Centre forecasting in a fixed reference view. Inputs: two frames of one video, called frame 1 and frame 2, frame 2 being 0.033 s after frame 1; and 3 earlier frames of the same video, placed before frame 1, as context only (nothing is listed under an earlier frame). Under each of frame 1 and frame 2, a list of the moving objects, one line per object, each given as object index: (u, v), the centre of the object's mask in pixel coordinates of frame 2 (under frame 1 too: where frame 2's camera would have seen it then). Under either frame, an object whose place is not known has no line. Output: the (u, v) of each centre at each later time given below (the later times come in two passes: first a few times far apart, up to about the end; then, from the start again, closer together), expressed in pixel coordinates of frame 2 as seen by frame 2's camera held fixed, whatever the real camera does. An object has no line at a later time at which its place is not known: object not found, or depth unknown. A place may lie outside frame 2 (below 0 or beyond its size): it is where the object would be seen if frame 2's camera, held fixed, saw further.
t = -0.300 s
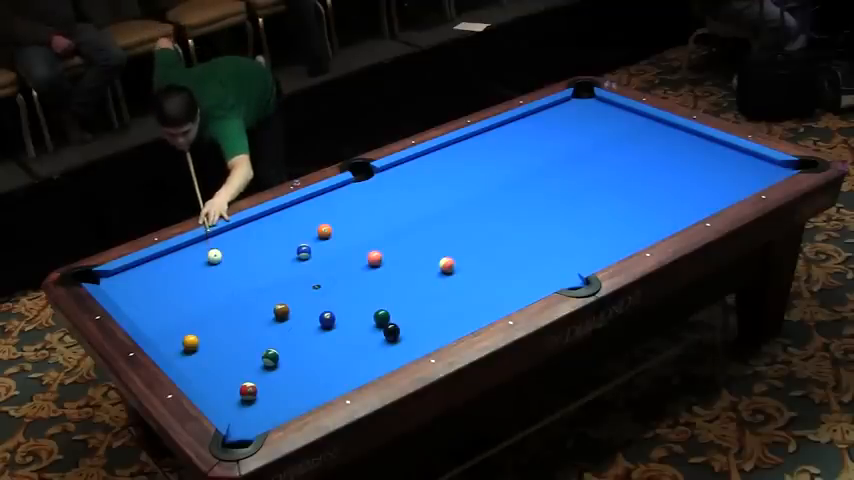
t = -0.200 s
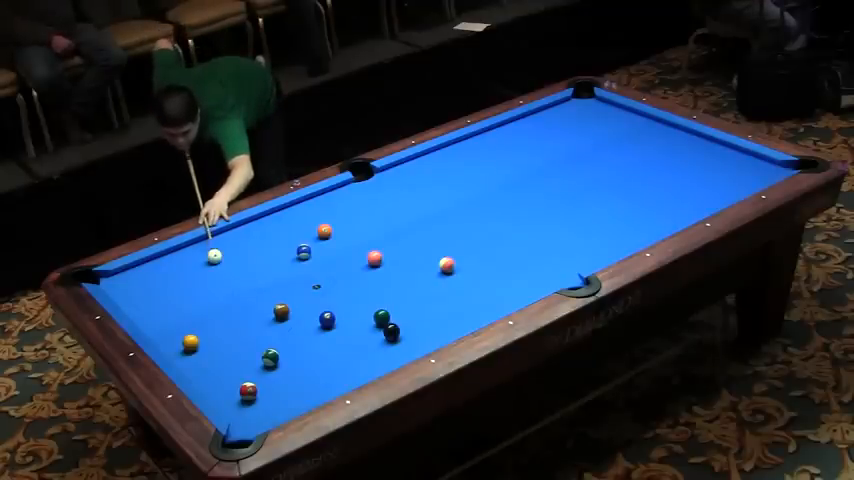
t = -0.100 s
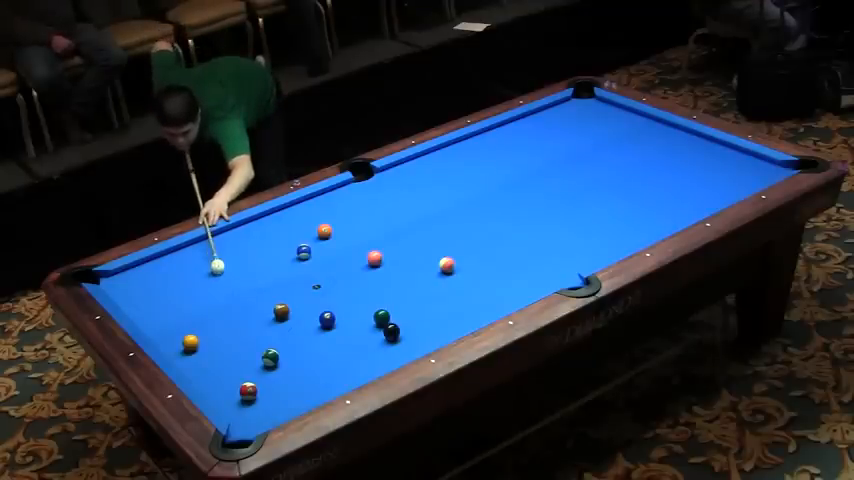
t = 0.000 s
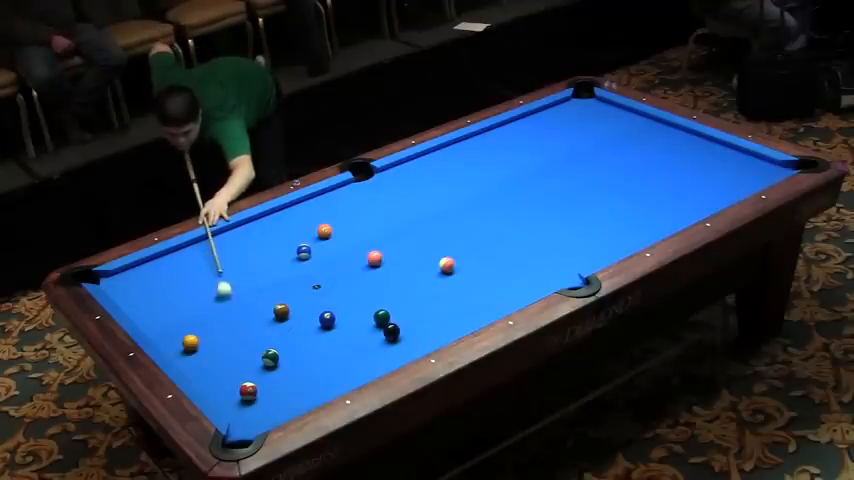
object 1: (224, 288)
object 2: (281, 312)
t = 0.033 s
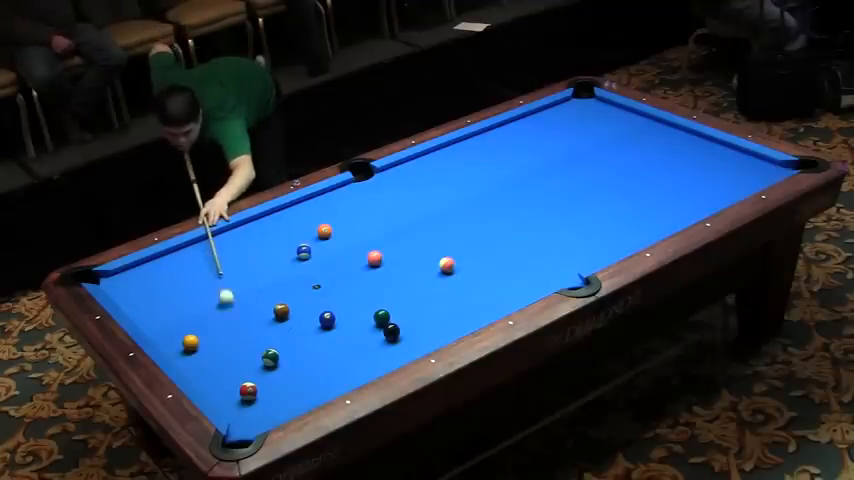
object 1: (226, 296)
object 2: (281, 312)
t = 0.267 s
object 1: (243, 357)
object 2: (281, 312)
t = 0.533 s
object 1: (271, 385)
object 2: (281, 312)
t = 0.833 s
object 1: (301, 396)
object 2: (281, 312)
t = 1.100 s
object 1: (300, 381)
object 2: (281, 312)
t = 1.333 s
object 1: (298, 369)
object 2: (281, 312)
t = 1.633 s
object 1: (295, 355)
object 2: (281, 312)
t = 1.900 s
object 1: (293, 342)
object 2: (281, 312)
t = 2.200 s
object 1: (292, 330)
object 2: (281, 312)
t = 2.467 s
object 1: (290, 321)
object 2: (280, 311)
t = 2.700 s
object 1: (291, 316)
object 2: (279, 309)
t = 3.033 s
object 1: (295, 312)
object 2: (275, 306)
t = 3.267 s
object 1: (297, 311)
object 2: (274, 304)
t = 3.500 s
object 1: (299, 310)
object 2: (272, 302)
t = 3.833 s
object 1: (299, 309)
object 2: (272, 300)
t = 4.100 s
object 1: (300, 309)
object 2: (271, 299)
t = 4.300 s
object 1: (300, 309)
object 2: (270, 299)
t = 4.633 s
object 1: (300, 309)
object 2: (270, 299)
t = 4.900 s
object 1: (300, 309)
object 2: (270, 299)
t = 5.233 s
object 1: (300, 309)
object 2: (270, 299)
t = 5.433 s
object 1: (300, 309)
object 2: (270, 299)
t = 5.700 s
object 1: (300, 309)
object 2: (270, 299)
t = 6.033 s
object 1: (300, 309)
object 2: (270, 299)
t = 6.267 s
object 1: (300, 309)
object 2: (270, 299)
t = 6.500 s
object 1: (300, 309)
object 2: (270, 299)
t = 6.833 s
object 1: (300, 309)
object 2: (270, 299)
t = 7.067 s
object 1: (300, 309)
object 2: (270, 299)
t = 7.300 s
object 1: (300, 309)
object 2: (270, 299)
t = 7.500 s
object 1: (300, 309)
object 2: (271, 299)
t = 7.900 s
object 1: (300, 309)
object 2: (271, 299)
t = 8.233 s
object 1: (300, 309)
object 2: (271, 299)
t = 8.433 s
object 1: (300, 309)
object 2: (270, 299)
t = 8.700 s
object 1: (300, 309)
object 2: (270, 299)
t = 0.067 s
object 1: (228, 304)
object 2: (281, 312)
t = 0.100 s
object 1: (231, 313)
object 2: (281, 312)
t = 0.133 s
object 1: (233, 321)
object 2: (281, 312)
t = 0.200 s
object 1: (238, 338)
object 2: (281, 312)
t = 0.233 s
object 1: (240, 347)
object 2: (281, 312)
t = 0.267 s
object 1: (243, 357)
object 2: (281, 312)
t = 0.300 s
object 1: (246, 365)
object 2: (281, 312)
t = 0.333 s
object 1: (248, 375)
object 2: (281, 312)
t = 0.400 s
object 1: (256, 380)
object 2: (281, 312)
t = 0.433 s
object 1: (260, 381)
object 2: (281, 312)
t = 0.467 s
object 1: (264, 382)
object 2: (281, 312)
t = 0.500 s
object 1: (267, 384)
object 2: (281, 312)
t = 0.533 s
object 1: (271, 385)
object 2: (281, 312)
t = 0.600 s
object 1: (279, 389)
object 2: (281, 312)
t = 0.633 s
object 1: (283, 391)
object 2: (281, 312)
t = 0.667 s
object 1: (287, 393)
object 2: (281, 312)
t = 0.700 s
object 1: (291, 394)
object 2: (281, 312)
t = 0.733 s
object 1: (295, 395)
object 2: (281, 312)
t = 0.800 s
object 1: (301, 397)
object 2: (281, 312)
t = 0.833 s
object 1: (301, 396)
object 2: (281, 312)
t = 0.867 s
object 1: (301, 394)
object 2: (281, 312)
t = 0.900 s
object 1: (301, 394)
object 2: (281, 312)
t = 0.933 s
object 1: (301, 391)
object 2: (281, 312)
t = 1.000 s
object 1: (301, 388)
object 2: (281, 312)
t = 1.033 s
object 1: (300, 385)
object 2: (281, 312)
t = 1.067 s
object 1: (300, 384)
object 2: (281, 312)
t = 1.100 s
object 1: (300, 381)
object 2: (281, 312)
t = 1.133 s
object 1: (299, 380)
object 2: (281, 312)
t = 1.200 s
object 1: (299, 376)
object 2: (281, 312)
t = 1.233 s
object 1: (298, 374)
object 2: (281, 312)
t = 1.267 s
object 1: (298, 373)
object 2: (281, 312)
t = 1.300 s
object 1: (298, 371)
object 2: (281, 312)
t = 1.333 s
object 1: (298, 369)
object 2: (281, 312)
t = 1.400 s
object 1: (297, 366)
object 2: (281, 312)
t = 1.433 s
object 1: (297, 364)
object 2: (281, 312)
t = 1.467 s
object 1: (296, 362)
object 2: (281, 312)
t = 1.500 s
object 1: (296, 360)
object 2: (281, 312)
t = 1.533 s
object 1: (296, 359)
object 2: (281, 312)
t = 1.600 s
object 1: (296, 356)
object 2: (281, 312)
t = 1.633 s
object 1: (295, 355)
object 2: (281, 312)
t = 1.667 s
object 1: (295, 353)
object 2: (281, 312)
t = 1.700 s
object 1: (295, 351)
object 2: (281, 312)
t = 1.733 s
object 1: (295, 350)
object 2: (281, 312)
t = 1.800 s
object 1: (294, 347)
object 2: (281, 312)
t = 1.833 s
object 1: (294, 345)
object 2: (281, 312)
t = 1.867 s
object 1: (294, 344)
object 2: (281, 312)
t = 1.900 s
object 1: (293, 342)
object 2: (281, 312)
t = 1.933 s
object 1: (293, 341)
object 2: (281, 312)
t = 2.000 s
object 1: (293, 338)
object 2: (281, 312)
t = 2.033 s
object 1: (293, 337)
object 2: (281, 312)
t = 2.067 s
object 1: (292, 335)
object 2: (281, 312)
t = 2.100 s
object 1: (292, 334)
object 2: (281, 312)
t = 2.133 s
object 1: (292, 333)
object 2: (281, 312)
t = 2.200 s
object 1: (292, 330)
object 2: (281, 312)
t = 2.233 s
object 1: (292, 329)
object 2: (281, 312)
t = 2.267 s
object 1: (291, 328)
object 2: (281, 311)
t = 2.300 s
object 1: (291, 327)
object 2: (281, 312)
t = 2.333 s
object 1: (291, 325)
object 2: (281, 311)
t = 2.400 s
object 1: (291, 324)
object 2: (280, 311)
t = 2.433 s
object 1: (291, 322)
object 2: (280, 310)
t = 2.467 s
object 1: (290, 321)
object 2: (280, 311)
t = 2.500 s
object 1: (290, 320)
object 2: (280, 311)
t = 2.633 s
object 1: (290, 316)
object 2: (279, 309)
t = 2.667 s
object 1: (291, 316)
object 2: (279, 309)
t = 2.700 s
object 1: (291, 316)
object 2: (279, 309)
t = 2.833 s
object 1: (293, 314)
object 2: (278, 308)
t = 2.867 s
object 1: (293, 314)
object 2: (278, 307)
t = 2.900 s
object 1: (294, 313)
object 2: (278, 307)
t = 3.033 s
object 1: (295, 312)
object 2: (275, 306)
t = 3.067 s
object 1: (295, 312)
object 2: (275, 306)
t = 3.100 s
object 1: (296, 312)
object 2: (275, 305)
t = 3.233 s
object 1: (297, 311)
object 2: (274, 304)
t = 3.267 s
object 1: (297, 311)
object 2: (274, 304)
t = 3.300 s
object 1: (297, 310)
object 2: (273, 303)
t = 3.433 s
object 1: (298, 310)
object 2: (273, 302)
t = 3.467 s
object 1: (298, 310)
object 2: (272, 302)
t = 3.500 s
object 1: (299, 310)
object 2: (272, 302)
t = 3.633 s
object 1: (299, 309)
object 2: (272, 301)
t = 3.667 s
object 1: (299, 309)
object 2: (272, 301)
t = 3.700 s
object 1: (299, 310)
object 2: (272, 301)
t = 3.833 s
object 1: (299, 309)
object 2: (272, 300)
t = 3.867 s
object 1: (300, 309)
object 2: (272, 300)
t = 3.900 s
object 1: (300, 309)
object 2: (271, 300)
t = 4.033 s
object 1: (300, 309)
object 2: (271, 299)
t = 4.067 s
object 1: (300, 309)
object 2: (271, 299)
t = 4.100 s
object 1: (300, 309)
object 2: (271, 299)
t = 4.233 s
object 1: (300, 309)
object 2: (271, 299)
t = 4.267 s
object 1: (300, 309)
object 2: (271, 299)
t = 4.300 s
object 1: (300, 309)
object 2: (270, 299)
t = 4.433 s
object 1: (300, 309)
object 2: (270, 299)
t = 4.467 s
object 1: (300, 309)
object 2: (270, 299)
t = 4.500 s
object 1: (300, 309)
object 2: (270, 299)
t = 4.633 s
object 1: (300, 309)
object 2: (270, 299)
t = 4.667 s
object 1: (300, 309)
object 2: (270, 299)
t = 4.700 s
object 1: (300, 309)
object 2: (270, 299)
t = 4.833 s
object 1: (300, 309)
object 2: (270, 299)
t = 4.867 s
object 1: (300, 309)
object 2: (270, 299)
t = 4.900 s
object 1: (300, 309)
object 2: (270, 299)
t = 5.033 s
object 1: (300, 309)
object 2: (270, 299)
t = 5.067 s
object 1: (300, 309)
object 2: (270, 299)
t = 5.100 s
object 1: (300, 309)
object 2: (270, 299)
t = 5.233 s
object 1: (300, 309)
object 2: (270, 299)
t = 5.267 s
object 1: (300, 309)
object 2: (270, 299)
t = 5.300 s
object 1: (300, 309)
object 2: (270, 299)
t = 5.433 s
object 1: (300, 309)
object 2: (270, 299)
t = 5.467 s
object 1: (300, 309)
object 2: (270, 299)
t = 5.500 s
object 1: (300, 309)
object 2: (270, 299)
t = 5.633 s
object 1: (300, 309)
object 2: (270, 299)
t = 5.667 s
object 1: (300, 309)
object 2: (270, 299)
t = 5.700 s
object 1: (300, 309)
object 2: (270, 299)
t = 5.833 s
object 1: (300, 309)
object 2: (270, 299)
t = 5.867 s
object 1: (300, 309)
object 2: (270, 299)
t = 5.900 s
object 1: (300, 309)
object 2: (270, 299)
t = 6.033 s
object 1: (300, 309)
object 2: (270, 299)
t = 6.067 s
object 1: (300, 309)
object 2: (270, 299)
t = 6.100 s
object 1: (300, 309)
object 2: (270, 299)
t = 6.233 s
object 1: (300, 309)
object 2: (270, 299)
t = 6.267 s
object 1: (300, 309)
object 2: (270, 299)
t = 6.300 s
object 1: (300, 309)
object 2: (270, 299)
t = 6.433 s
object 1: (300, 309)
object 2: (270, 299)
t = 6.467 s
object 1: (300, 309)
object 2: (270, 299)
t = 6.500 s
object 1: (300, 309)
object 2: (270, 299)
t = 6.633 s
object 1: (300, 309)
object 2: (270, 299)
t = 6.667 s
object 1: (300, 309)
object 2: (270, 299)
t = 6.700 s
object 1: (300, 309)
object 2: (270, 299)
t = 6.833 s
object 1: (300, 309)
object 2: (270, 299)
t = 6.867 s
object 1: (300, 309)
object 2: (270, 299)
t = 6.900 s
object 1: (300, 309)
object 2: (270, 299)
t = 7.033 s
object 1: (300, 309)
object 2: (270, 299)
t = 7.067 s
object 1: (300, 309)
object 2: (270, 299)
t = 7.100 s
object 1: (300, 309)
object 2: (270, 299)
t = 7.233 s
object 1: (300, 309)
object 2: (270, 299)
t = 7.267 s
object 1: (300, 309)
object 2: (270, 299)
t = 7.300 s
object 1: (300, 309)
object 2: (270, 299)
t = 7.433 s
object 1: (300, 309)
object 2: (271, 299)
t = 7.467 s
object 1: (300, 309)
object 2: (271, 299)
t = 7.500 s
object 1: (300, 309)
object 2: (271, 299)
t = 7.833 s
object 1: (300, 309)
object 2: (271, 299)
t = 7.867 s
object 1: (300, 309)
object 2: (271, 299)
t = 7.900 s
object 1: (300, 309)
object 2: (271, 299)
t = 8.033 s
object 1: (300, 309)
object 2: (271, 299)
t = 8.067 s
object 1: (300, 309)
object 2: (271, 299)
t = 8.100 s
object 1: (300, 309)
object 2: (271, 299)
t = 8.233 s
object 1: (300, 309)
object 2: (271, 299)
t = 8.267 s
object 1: (300, 309)
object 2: (271, 299)
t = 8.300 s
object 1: (300, 309)
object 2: (271, 299)
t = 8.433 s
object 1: (300, 309)
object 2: (270, 299)
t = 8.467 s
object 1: (300, 309)
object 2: (270, 299)
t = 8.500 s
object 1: (300, 309)
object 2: (270, 299)
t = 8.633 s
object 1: (300, 309)
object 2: (270, 299)
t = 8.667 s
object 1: (300, 309)
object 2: (270, 299)
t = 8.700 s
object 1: (300, 309)
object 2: (270, 299)
